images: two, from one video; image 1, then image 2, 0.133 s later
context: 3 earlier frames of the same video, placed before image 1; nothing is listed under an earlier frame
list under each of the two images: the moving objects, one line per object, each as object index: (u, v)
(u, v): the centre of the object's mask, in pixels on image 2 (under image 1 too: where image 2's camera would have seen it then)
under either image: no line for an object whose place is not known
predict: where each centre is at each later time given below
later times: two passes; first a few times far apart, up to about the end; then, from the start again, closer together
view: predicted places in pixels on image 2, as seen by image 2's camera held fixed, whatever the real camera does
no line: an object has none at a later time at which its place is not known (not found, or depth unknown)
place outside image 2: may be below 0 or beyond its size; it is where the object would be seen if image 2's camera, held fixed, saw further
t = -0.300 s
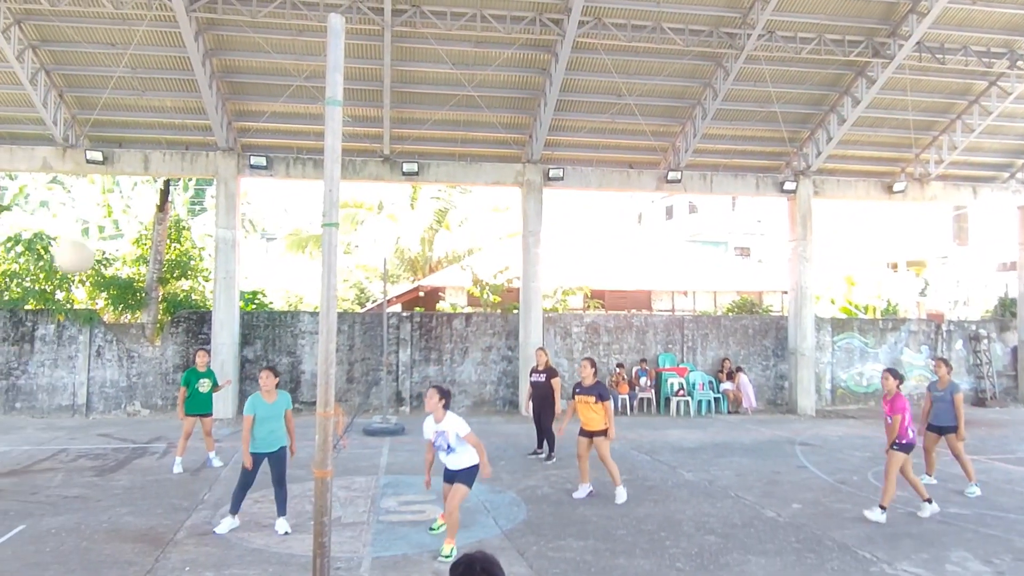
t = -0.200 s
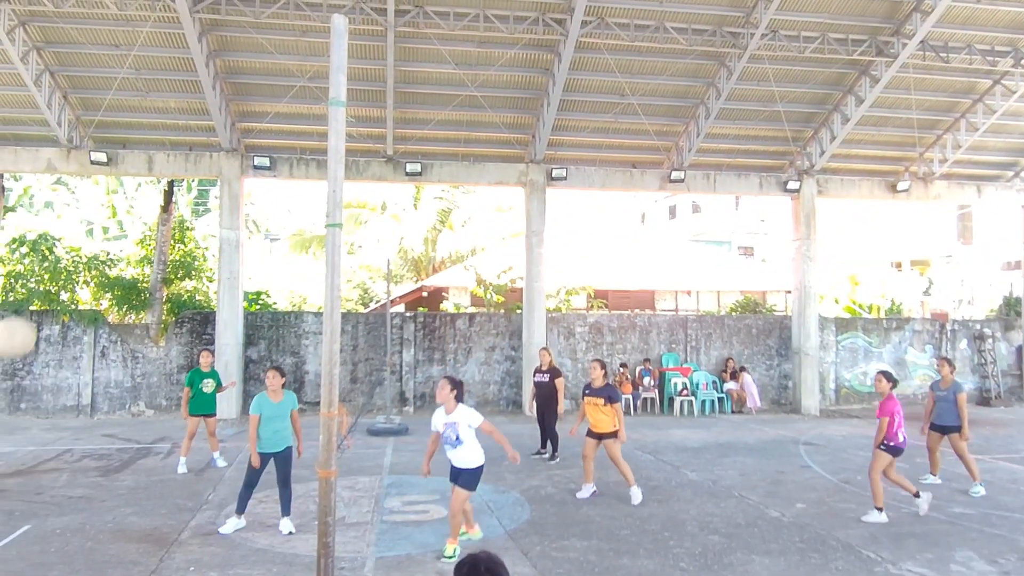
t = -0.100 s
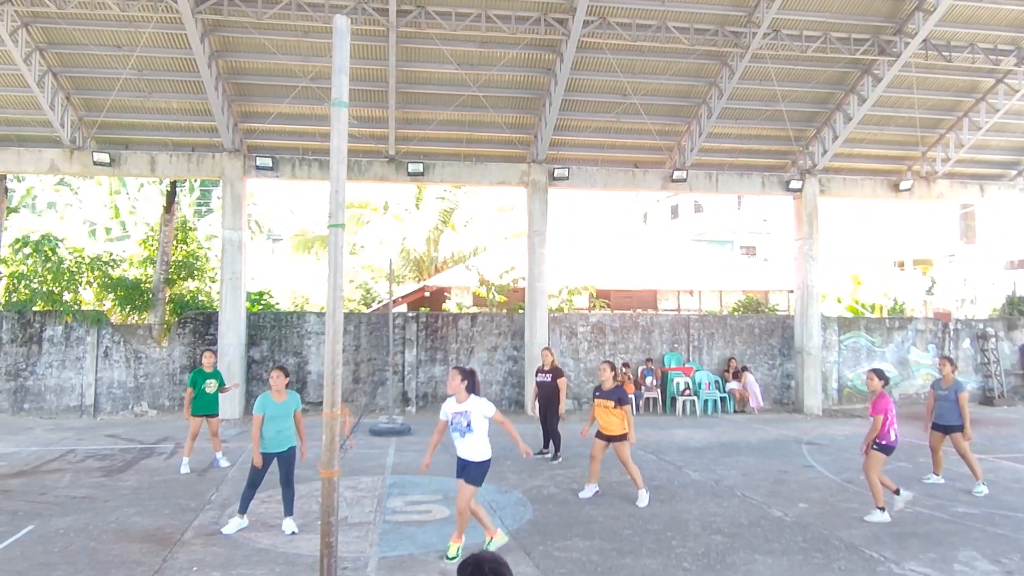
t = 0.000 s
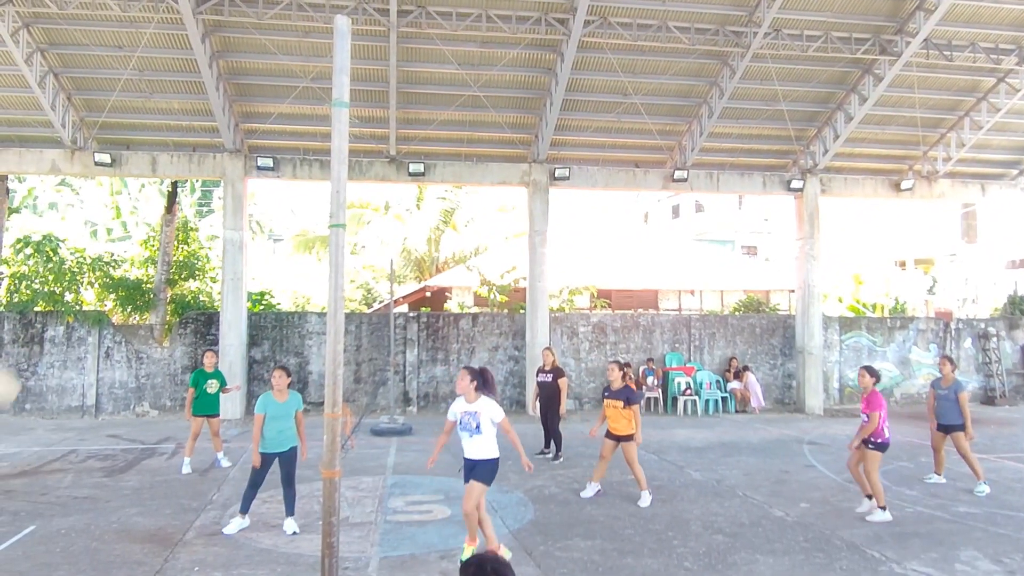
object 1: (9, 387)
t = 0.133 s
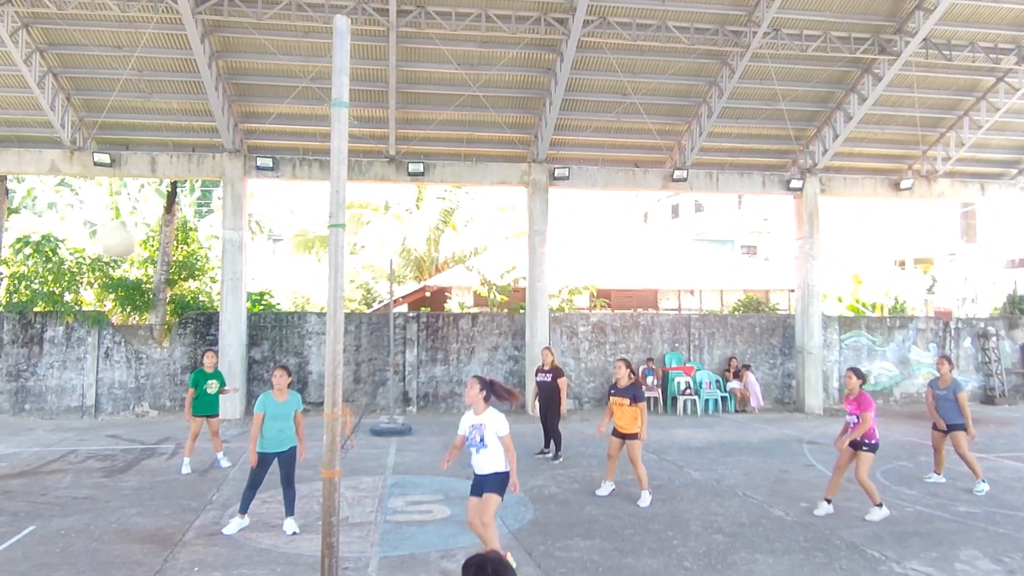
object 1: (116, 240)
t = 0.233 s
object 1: (199, 159)
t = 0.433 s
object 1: (357, 55)
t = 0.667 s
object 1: (497, 23)
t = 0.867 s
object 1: (607, 61)
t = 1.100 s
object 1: (721, 167)
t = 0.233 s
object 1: (199, 159)
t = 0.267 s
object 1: (225, 135)
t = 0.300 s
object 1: (251, 114)
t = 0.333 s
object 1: (276, 96)
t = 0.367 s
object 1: (302, 80)
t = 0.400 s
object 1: (320, 66)
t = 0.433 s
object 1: (357, 55)
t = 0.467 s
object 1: (371, 45)
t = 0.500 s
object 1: (393, 37)
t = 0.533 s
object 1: (415, 31)
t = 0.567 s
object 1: (436, 26)
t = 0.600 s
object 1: (457, 23)
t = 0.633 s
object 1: (478, 22)
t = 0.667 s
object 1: (497, 23)
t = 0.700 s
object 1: (517, 26)
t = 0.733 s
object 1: (536, 31)
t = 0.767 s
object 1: (554, 36)
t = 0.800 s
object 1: (572, 43)
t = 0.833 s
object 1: (590, 52)
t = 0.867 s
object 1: (607, 61)
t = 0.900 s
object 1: (625, 73)
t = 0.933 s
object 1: (642, 85)
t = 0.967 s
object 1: (658, 99)
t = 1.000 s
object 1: (675, 115)
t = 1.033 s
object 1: (691, 131)
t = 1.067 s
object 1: (707, 150)
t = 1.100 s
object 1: (721, 167)
